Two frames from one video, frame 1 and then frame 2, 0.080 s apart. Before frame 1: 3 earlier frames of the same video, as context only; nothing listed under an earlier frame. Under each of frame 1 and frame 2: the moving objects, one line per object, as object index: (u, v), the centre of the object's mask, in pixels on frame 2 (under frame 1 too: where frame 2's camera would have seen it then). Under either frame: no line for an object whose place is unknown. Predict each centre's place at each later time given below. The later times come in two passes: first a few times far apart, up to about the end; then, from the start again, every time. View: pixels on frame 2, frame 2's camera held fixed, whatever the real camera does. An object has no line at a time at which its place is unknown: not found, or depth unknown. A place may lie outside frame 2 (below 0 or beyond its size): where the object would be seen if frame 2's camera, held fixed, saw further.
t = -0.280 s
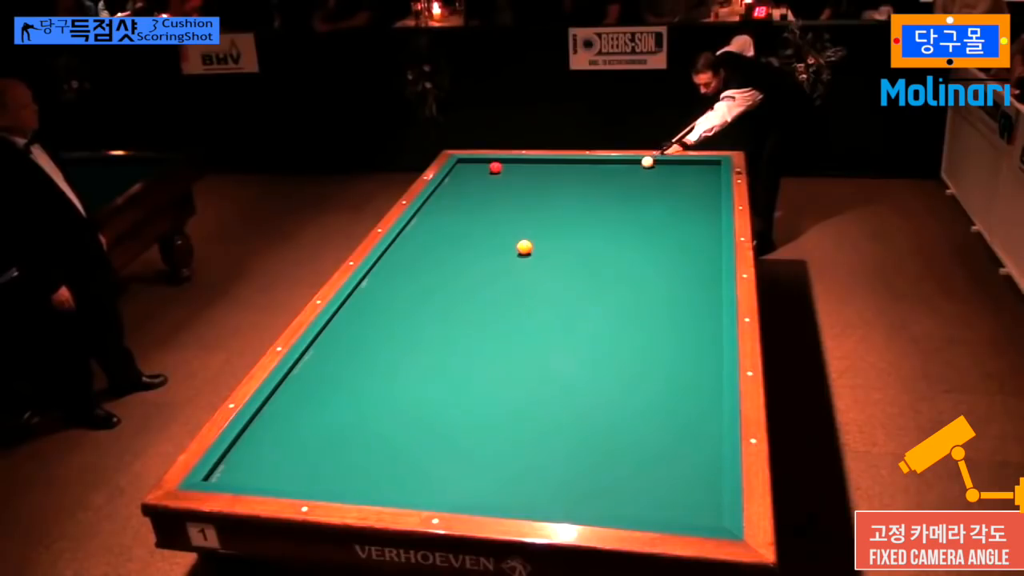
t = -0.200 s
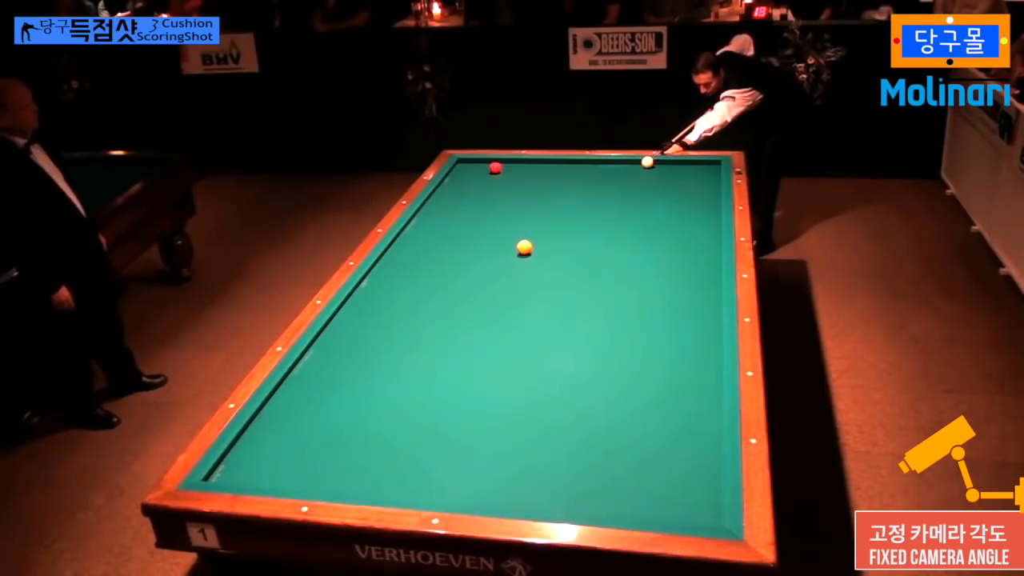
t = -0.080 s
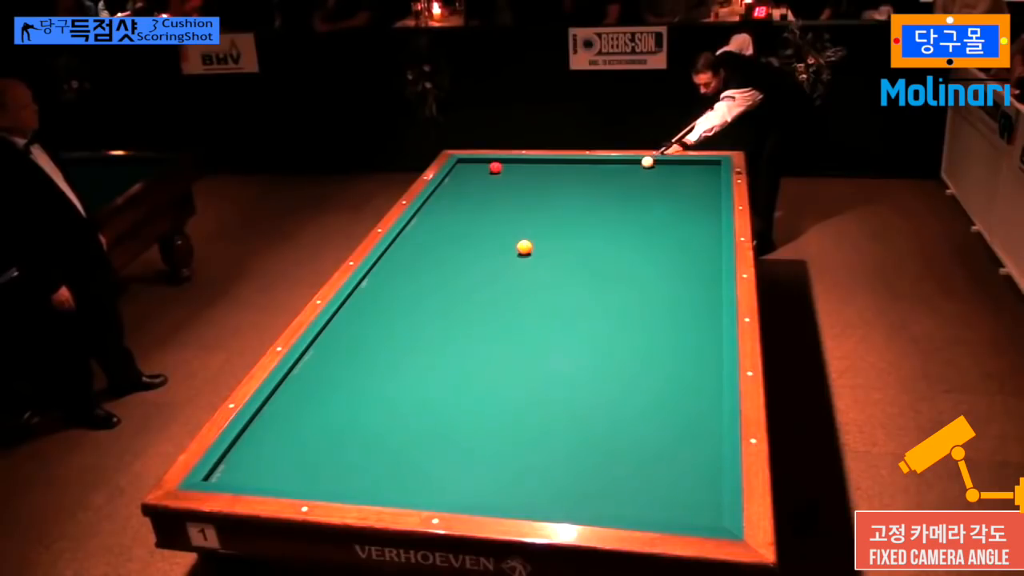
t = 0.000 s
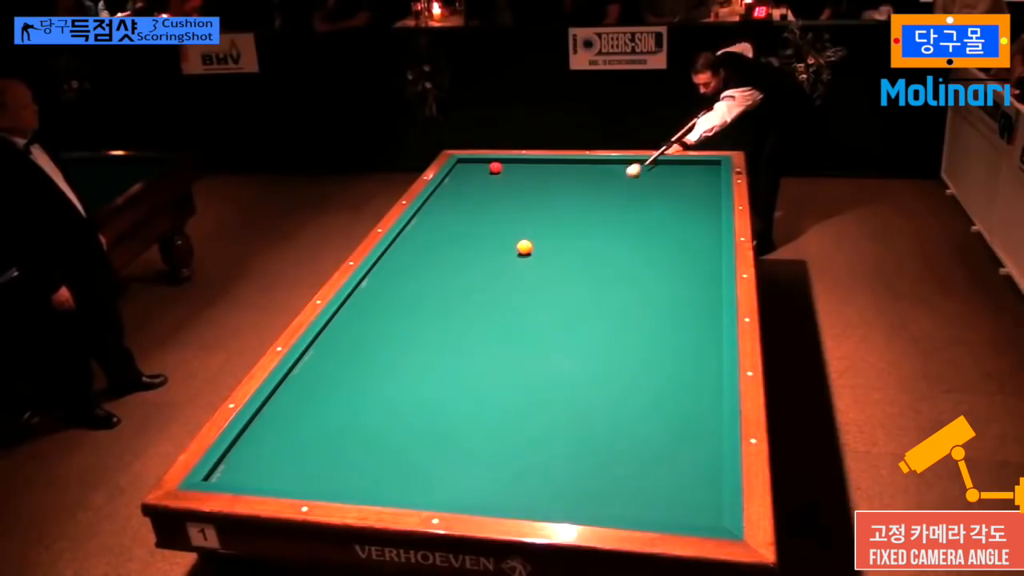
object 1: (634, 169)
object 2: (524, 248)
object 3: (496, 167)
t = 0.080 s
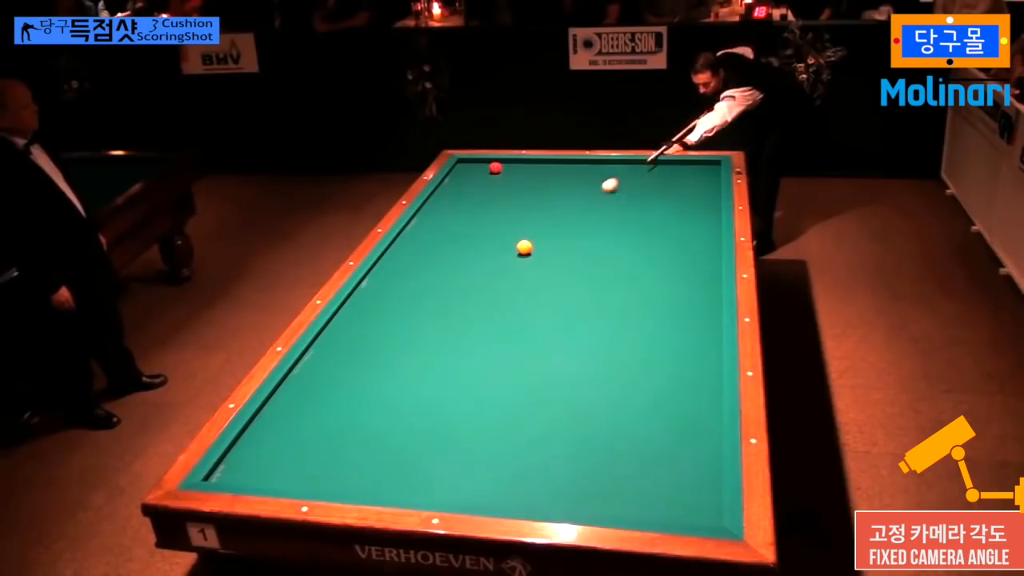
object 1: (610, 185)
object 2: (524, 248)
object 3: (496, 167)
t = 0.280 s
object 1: (545, 228)
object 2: (524, 248)
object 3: (496, 167)
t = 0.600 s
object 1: (419, 256)
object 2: (528, 308)
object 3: (496, 167)
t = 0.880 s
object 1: (409, 291)
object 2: (533, 376)
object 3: (496, 167)
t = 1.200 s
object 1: (450, 346)
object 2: (539, 475)
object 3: (496, 167)
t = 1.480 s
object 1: (492, 408)
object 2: (567, 456)
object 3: (496, 167)
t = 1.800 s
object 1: (555, 498)
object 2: (598, 402)
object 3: (496, 167)
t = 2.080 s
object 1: (657, 462)
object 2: (621, 363)
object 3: (496, 167)
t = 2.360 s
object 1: (687, 422)
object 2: (641, 331)
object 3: (496, 167)
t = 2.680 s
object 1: (637, 379)
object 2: (661, 298)
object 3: (496, 167)
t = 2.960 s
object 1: (601, 346)
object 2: (676, 273)
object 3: (496, 167)
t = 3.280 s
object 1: (565, 314)
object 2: (691, 249)
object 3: (496, 167)
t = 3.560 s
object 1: (539, 290)
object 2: (703, 229)
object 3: (496, 167)
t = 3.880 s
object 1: (512, 266)
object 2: (714, 209)
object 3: (496, 167)
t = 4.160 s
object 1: (492, 248)
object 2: (712, 195)
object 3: (496, 167)
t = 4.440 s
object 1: (473, 231)
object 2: (707, 182)
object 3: (496, 167)
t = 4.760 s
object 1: (455, 214)
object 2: (703, 169)
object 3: (496, 167)
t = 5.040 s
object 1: (441, 201)
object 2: (699, 165)
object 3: (496, 167)
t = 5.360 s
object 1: (446, 190)
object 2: (692, 172)
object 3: (496, 167)
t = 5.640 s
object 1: (462, 182)
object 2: (687, 178)
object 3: (496, 167)
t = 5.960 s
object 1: (478, 173)
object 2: (680, 185)
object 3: (496, 167)
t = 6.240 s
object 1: (484, 169)
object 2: (674, 191)
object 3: (501, 166)
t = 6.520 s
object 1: (484, 166)
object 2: (669, 197)
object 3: (512, 163)
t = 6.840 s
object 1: (484, 162)
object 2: (662, 204)
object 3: (523, 161)
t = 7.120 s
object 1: (483, 160)
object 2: (657, 210)
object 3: (529, 161)
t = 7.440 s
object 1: (481, 162)
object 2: (651, 216)
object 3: (534, 162)
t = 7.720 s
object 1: (479, 163)
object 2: (646, 221)
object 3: (537, 163)
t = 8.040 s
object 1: (477, 164)
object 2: (639, 228)
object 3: (541, 164)
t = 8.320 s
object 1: (476, 165)
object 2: (635, 232)
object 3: (544, 165)
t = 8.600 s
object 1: (475, 165)
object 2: (630, 237)
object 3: (546, 165)
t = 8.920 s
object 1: (475, 166)
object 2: (625, 242)
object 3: (549, 165)
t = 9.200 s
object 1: (475, 166)
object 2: (621, 247)
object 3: (550, 166)
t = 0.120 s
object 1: (598, 193)
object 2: (524, 248)
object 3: (496, 167)
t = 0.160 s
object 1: (585, 201)
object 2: (524, 248)
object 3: (496, 167)
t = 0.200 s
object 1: (572, 210)
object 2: (524, 248)
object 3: (496, 167)
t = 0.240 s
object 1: (559, 218)
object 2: (524, 248)
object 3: (496, 167)
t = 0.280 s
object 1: (545, 228)
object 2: (524, 248)
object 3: (496, 167)
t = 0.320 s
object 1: (531, 236)
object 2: (524, 248)
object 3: (496, 167)
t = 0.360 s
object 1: (514, 242)
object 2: (525, 253)
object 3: (496, 167)
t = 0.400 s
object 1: (498, 244)
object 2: (525, 262)
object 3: (496, 167)
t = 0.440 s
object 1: (483, 246)
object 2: (526, 271)
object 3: (496, 167)
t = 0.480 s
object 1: (467, 248)
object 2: (526, 280)
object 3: (496, 167)
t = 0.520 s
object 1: (451, 251)
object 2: (527, 289)
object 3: (496, 167)
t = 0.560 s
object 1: (435, 253)
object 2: (527, 298)
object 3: (496, 167)
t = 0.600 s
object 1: (419, 256)
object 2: (528, 308)
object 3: (496, 167)
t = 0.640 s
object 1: (403, 259)
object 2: (529, 317)
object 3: (496, 167)
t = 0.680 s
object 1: (386, 263)
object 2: (529, 327)
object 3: (496, 167)
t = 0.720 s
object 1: (382, 268)
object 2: (530, 336)
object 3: (496, 167)
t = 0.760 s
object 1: (390, 273)
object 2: (531, 346)
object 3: (496, 167)
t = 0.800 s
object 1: (397, 279)
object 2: (531, 355)
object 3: (496, 167)
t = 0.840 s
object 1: (403, 285)
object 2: (532, 365)
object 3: (496, 167)
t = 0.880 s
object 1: (409, 291)
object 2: (533, 376)
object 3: (496, 167)
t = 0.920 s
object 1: (415, 297)
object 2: (533, 386)
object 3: (496, 167)
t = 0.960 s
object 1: (420, 304)
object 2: (534, 398)
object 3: (496, 167)
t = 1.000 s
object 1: (425, 311)
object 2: (535, 409)
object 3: (496, 167)
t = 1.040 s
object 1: (430, 317)
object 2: (536, 420)
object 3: (496, 167)
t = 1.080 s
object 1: (434, 324)
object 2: (537, 433)
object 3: (496, 167)
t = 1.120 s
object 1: (439, 331)
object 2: (537, 446)
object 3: (496, 167)
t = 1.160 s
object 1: (445, 339)
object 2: (538, 460)
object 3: (496, 167)
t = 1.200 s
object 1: (450, 346)
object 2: (539, 475)
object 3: (496, 167)
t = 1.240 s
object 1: (455, 354)
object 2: (540, 490)
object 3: (496, 167)
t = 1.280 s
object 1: (461, 363)
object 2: (541, 500)
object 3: (496, 167)
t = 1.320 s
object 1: (467, 371)
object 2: (546, 496)
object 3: (496, 167)
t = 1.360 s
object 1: (473, 380)
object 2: (552, 486)
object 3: (496, 167)
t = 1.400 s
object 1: (479, 389)
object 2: (557, 475)
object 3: (496, 167)
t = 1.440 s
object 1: (485, 398)
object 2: (562, 465)
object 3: (496, 167)
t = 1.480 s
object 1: (492, 408)
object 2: (567, 456)
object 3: (496, 167)
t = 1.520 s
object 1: (499, 418)
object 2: (571, 448)
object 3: (496, 167)
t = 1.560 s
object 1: (506, 429)
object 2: (575, 440)
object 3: (496, 167)
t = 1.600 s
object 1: (513, 439)
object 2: (579, 433)
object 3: (496, 167)
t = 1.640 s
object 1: (521, 450)
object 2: (583, 427)
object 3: (496, 167)
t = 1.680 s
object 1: (529, 462)
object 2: (587, 420)
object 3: (496, 167)
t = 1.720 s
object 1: (537, 474)
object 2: (591, 414)
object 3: (496, 167)
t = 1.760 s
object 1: (546, 487)
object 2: (595, 408)
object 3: (496, 167)
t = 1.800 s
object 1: (555, 498)
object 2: (598, 402)
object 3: (496, 167)
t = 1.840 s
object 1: (567, 501)
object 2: (602, 396)
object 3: (496, 167)
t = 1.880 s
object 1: (584, 496)
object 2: (605, 390)
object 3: (496, 167)
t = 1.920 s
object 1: (599, 486)
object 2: (609, 384)
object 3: (496, 167)
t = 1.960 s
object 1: (614, 479)
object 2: (612, 379)
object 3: (496, 167)
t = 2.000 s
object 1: (629, 472)
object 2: (615, 374)
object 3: (496, 167)
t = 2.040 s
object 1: (643, 467)
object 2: (618, 369)
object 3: (496, 167)
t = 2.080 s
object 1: (657, 462)
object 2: (621, 363)
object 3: (496, 167)
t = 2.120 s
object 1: (670, 456)
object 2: (624, 358)
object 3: (496, 167)
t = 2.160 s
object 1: (684, 451)
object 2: (627, 354)
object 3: (496, 167)
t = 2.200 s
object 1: (697, 446)
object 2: (630, 349)
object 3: (496, 167)
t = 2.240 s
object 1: (709, 441)
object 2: (633, 344)
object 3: (496, 167)
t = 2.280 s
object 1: (704, 435)
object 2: (636, 339)
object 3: (496, 167)
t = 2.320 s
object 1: (695, 428)
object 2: (639, 335)
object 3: (496, 167)
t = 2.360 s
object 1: (687, 422)
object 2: (641, 331)
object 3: (496, 167)
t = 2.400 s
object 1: (680, 416)
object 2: (644, 326)
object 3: (496, 167)
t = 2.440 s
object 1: (673, 410)
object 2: (647, 322)
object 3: (496, 167)
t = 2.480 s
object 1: (667, 405)
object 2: (649, 318)
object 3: (496, 167)
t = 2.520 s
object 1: (661, 400)
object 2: (652, 314)
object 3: (496, 167)
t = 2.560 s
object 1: (655, 394)
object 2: (654, 309)
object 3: (496, 167)
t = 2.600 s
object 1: (649, 389)
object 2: (657, 305)
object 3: (496, 167)
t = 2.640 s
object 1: (643, 384)
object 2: (659, 302)
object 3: (496, 167)
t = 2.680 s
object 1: (637, 379)
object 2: (661, 298)
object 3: (496, 167)
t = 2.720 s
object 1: (632, 374)
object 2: (664, 294)
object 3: (496, 167)
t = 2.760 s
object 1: (626, 369)
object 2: (666, 291)
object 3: (496, 167)
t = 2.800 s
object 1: (621, 364)
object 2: (668, 287)
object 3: (496, 167)
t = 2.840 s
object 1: (616, 360)
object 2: (670, 284)
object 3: (496, 167)
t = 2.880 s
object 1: (611, 355)
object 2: (672, 280)
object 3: (496, 167)
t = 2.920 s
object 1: (606, 351)
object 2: (675, 277)
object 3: (496, 167)
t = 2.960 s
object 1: (601, 346)
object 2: (676, 273)
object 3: (496, 167)
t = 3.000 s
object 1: (596, 342)
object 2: (678, 270)
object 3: (496, 167)
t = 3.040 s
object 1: (591, 338)
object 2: (680, 267)
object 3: (496, 167)
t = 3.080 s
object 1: (587, 334)
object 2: (682, 264)
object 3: (496, 167)
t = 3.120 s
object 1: (582, 330)
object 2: (684, 260)
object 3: (496, 167)
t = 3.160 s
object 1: (578, 326)
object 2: (686, 257)
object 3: (496, 167)
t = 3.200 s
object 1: (574, 321)
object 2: (688, 254)
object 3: (496, 167)
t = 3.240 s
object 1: (570, 318)
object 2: (689, 252)
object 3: (496, 167)
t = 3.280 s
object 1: (565, 314)
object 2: (691, 249)
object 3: (496, 167)
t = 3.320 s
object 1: (561, 310)
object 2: (693, 246)
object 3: (496, 167)
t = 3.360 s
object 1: (557, 307)
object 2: (695, 243)
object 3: (496, 167)
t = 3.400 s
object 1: (554, 304)
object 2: (696, 240)
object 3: (496, 167)
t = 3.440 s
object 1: (550, 300)
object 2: (698, 237)
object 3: (496, 167)
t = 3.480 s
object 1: (546, 297)
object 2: (700, 234)
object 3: (496, 167)
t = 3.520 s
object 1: (542, 293)
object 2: (701, 232)
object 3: (496, 167)
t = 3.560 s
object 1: (539, 290)
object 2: (703, 229)
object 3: (496, 167)
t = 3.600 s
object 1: (535, 287)
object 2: (704, 226)
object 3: (496, 167)
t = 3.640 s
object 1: (532, 284)
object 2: (706, 224)
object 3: (496, 167)
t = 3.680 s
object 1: (528, 281)
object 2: (707, 221)
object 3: (496, 167)
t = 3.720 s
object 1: (525, 278)
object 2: (708, 219)
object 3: (496, 167)
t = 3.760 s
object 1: (522, 275)
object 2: (710, 217)
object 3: (496, 167)
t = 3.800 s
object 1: (518, 272)
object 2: (711, 214)
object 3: (496, 167)
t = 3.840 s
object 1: (515, 269)
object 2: (713, 212)
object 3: (496, 167)
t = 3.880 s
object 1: (512, 266)
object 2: (714, 209)
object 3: (496, 167)
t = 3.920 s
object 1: (509, 264)
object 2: (715, 207)
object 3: (496, 167)
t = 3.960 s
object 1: (506, 261)
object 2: (714, 205)
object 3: (496, 167)
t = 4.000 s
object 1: (503, 258)
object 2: (714, 203)
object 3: (496, 167)
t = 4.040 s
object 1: (500, 256)
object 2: (713, 201)
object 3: (496, 167)
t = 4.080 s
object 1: (498, 253)
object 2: (713, 199)
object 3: (496, 167)
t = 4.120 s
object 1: (494, 250)
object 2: (712, 197)
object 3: (496, 167)
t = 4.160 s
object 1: (492, 248)
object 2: (712, 195)
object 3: (496, 167)
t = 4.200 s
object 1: (489, 245)
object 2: (711, 193)
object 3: (496, 167)
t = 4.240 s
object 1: (486, 243)
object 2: (710, 191)
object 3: (496, 167)
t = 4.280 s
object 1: (483, 240)
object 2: (710, 189)
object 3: (496, 167)
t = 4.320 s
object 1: (481, 238)
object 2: (709, 187)
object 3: (496, 167)
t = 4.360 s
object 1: (478, 236)
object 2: (709, 186)
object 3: (496, 167)
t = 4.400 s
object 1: (476, 233)
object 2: (708, 184)
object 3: (496, 167)
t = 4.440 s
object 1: (473, 231)
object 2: (707, 182)
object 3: (496, 167)
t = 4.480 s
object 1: (471, 229)
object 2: (707, 180)
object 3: (496, 167)
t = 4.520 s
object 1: (469, 227)
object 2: (706, 178)
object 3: (496, 167)
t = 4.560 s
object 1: (466, 225)
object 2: (706, 177)
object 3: (496, 167)
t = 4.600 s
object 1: (464, 222)
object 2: (705, 175)
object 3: (496, 167)
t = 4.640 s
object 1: (462, 221)
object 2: (705, 173)
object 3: (496, 167)
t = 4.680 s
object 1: (460, 218)
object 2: (704, 172)
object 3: (496, 167)
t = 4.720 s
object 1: (457, 216)
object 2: (704, 170)
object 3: (496, 167)
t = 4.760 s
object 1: (455, 214)
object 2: (703, 169)
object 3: (496, 167)
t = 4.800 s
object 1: (453, 212)
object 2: (703, 167)
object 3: (496, 167)
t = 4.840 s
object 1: (451, 210)
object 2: (702, 165)
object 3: (496, 167)
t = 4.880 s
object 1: (449, 209)
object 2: (702, 164)
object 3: (496, 167)
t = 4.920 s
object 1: (447, 207)
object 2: (701, 162)
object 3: (496, 167)
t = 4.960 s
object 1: (445, 205)
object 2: (700, 163)
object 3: (496, 167)
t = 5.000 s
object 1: (443, 203)
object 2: (699, 164)
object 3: (496, 167)
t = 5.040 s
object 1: (441, 201)
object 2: (699, 165)
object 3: (496, 167)
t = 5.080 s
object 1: (439, 199)
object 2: (698, 166)
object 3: (496, 167)
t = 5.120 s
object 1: (437, 198)
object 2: (697, 167)
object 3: (496, 167)
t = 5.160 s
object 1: (435, 196)
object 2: (696, 168)
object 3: (496, 167)
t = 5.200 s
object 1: (436, 194)
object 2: (695, 169)
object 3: (496, 167)
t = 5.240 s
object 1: (439, 193)
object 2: (695, 169)
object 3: (496, 167)
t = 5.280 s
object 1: (441, 192)
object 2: (694, 170)
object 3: (496, 167)
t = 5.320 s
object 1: (444, 191)
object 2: (693, 171)
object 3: (496, 167)
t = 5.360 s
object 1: (446, 190)
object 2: (692, 172)
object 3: (496, 167)
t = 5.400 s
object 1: (448, 189)
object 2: (691, 173)
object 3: (496, 167)
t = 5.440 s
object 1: (450, 188)
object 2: (690, 174)
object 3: (496, 167)
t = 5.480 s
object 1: (453, 186)
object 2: (690, 175)
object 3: (496, 167)
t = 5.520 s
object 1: (455, 185)
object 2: (689, 175)
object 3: (496, 167)
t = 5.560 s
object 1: (457, 184)
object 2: (688, 176)
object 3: (496, 167)
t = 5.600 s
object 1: (459, 183)
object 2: (687, 177)
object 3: (496, 167)
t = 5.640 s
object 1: (462, 182)
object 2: (687, 178)
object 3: (496, 167)
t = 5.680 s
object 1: (464, 181)
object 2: (686, 179)
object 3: (496, 167)
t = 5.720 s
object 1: (466, 180)
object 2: (685, 180)
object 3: (496, 167)
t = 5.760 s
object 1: (468, 179)
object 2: (684, 181)
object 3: (496, 167)
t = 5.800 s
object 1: (470, 178)
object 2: (683, 182)
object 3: (496, 167)
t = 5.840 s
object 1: (472, 177)
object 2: (682, 183)
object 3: (496, 167)
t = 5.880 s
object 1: (474, 176)
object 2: (681, 183)
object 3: (496, 167)
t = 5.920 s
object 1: (476, 175)
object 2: (681, 184)
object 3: (496, 167)
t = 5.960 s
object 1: (478, 173)
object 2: (680, 185)
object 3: (496, 167)
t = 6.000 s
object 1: (480, 173)
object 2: (679, 186)
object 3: (496, 167)
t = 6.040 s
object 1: (482, 172)
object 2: (678, 187)
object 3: (496, 167)
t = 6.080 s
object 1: (483, 171)
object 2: (677, 188)
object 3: (496, 166)
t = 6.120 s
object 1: (484, 170)
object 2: (677, 189)
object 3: (497, 166)
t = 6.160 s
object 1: (484, 170)
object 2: (676, 189)
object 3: (498, 166)
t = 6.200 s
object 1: (484, 169)
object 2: (675, 190)
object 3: (499, 166)
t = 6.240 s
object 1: (484, 169)
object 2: (674, 191)
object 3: (501, 166)
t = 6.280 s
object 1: (484, 168)
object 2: (673, 192)
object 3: (503, 166)
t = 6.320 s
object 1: (484, 168)
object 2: (673, 193)
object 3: (505, 165)
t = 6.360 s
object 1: (484, 167)
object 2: (672, 194)
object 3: (505, 165)
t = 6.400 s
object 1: (484, 167)
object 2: (671, 195)
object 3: (508, 165)
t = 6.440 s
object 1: (484, 166)
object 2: (670, 195)
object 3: (509, 164)
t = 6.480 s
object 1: (484, 166)
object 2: (670, 196)
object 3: (511, 164)
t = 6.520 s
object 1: (484, 166)
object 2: (669, 197)
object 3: (512, 163)
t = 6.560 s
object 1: (484, 165)
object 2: (668, 198)
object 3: (513, 163)
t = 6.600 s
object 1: (484, 165)
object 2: (667, 199)
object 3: (515, 163)
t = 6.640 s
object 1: (484, 165)
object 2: (666, 200)
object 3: (516, 162)
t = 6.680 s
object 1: (484, 164)
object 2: (666, 200)
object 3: (518, 162)
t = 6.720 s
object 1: (484, 164)
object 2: (665, 201)
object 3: (519, 161)
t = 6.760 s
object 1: (484, 163)
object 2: (664, 202)
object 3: (520, 161)
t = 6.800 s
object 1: (484, 163)
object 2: (663, 203)
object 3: (522, 161)
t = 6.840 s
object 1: (484, 162)
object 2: (662, 204)
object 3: (523, 161)
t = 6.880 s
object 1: (484, 162)
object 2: (662, 205)
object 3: (524, 160)
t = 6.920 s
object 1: (484, 162)
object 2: (661, 206)
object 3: (525, 160)
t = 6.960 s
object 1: (484, 161)
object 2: (660, 206)
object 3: (526, 160)
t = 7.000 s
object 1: (484, 161)
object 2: (659, 207)
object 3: (527, 160)
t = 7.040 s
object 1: (484, 160)
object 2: (658, 208)
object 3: (527, 160)
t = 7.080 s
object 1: (484, 160)
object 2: (658, 209)
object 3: (528, 160)
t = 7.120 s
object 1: (483, 160)
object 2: (657, 210)
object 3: (529, 161)
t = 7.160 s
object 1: (483, 161)
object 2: (656, 210)
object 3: (529, 160)
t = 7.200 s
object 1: (483, 161)
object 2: (655, 211)
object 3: (530, 161)
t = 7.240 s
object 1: (482, 161)
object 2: (655, 212)
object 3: (531, 161)
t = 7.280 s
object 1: (482, 161)
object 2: (654, 213)
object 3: (531, 161)
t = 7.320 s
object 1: (482, 161)
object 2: (653, 213)
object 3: (532, 161)
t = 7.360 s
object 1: (481, 161)
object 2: (652, 214)
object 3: (532, 161)
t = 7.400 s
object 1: (481, 162)
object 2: (651, 215)
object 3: (533, 162)
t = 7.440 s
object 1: (481, 162)
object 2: (651, 216)
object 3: (534, 162)
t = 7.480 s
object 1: (481, 162)
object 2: (650, 217)
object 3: (534, 162)
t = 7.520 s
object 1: (480, 162)
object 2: (649, 217)
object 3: (535, 162)
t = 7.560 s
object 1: (480, 162)
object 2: (648, 218)
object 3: (535, 162)
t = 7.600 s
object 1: (480, 162)
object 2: (648, 219)
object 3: (536, 162)
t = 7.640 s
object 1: (480, 162)
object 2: (647, 220)
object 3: (536, 162)
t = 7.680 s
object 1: (479, 163)
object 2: (646, 221)
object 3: (537, 163)
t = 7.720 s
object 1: (479, 163)
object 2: (646, 221)
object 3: (537, 163)
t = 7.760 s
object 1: (479, 163)
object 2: (645, 222)
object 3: (538, 163)
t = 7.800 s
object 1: (479, 163)
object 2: (644, 223)
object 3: (538, 164)
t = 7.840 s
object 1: (478, 163)
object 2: (643, 224)
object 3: (539, 164)
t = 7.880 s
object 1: (478, 163)
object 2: (643, 225)
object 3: (539, 164)
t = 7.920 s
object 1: (478, 163)
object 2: (642, 225)
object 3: (540, 164)
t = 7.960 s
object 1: (478, 164)
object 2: (641, 226)
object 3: (540, 164)
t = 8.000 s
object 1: (478, 164)
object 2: (640, 227)
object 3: (540, 164)
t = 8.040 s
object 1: (477, 164)
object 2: (639, 228)
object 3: (541, 164)
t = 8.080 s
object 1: (477, 164)
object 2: (639, 228)
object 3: (542, 164)
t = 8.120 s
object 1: (477, 164)
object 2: (638, 229)
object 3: (542, 164)
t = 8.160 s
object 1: (477, 164)
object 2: (638, 230)
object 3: (542, 165)
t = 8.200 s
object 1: (477, 164)
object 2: (637, 230)
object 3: (543, 165)
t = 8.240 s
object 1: (477, 164)
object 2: (636, 231)
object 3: (543, 165)
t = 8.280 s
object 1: (477, 165)
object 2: (636, 232)
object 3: (543, 165)
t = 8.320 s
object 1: (476, 165)
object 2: (635, 232)
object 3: (544, 165)
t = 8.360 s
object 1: (476, 165)
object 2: (634, 233)
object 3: (544, 165)
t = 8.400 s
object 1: (476, 165)
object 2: (633, 234)
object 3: (545, 165)
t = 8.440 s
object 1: (476, 165)
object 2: (633, 235)
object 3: (545, 165)
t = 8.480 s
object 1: (476, 165)
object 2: (632, 235)
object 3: (545, 165)
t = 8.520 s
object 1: (476, 165)
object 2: (632, 236)
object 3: (546, 165)
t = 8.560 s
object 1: (475, 165)
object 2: (631, 237)
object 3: (546, 165)
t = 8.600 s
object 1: (475, 165)
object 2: (630, 237)
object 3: (546, 165)
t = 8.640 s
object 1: (475, 165)
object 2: (629, 238)
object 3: (547, 165)
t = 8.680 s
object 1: (475, 165)
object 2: (629, 239)
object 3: (547, 165)
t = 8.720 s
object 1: (475, 165)
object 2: (628, 239)
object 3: (548, 165)
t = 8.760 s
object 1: (475, 165)
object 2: (628, 240)
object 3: (548, 165)
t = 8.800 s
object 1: (475, 166)
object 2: (627, 240)
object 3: (548, 165)
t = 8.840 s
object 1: (475, 166)
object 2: (626, 241)
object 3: (548, 165)
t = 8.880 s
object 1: (475, 166)
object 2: (626, 242)
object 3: (548, 165)
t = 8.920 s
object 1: (475, 166)
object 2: (625, 242)
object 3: (549, 165)
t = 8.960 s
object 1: (475, 166)
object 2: (624, 243)
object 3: (549, 165)
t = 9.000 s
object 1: (475, 166)
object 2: (624, 244)
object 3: (549, 165)
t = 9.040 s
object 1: (475, 166)
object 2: (623, 244)
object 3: (549, 165)
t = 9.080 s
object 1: (475, 166)
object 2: (622, 245)
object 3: (550, 166)
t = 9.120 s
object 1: (475, 166)
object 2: (622, 246)
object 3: (550, 166)
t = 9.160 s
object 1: (475, 166)
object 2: (621, 246)
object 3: (550, 166)
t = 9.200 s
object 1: (475, 166)
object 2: (621, 247)
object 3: (550, 166)
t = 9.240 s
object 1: (475, 166)
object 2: (620, 247)
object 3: (550, 166)
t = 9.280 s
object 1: (475, 166)
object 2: (619, 248)
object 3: (550, 166)
